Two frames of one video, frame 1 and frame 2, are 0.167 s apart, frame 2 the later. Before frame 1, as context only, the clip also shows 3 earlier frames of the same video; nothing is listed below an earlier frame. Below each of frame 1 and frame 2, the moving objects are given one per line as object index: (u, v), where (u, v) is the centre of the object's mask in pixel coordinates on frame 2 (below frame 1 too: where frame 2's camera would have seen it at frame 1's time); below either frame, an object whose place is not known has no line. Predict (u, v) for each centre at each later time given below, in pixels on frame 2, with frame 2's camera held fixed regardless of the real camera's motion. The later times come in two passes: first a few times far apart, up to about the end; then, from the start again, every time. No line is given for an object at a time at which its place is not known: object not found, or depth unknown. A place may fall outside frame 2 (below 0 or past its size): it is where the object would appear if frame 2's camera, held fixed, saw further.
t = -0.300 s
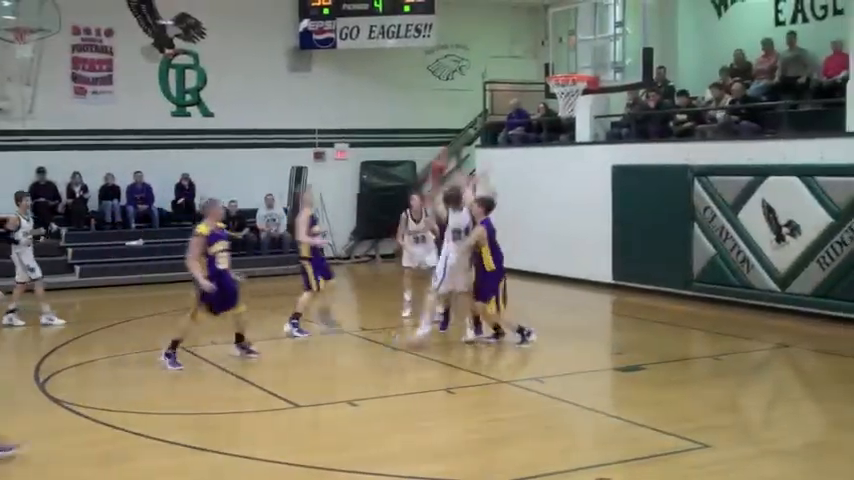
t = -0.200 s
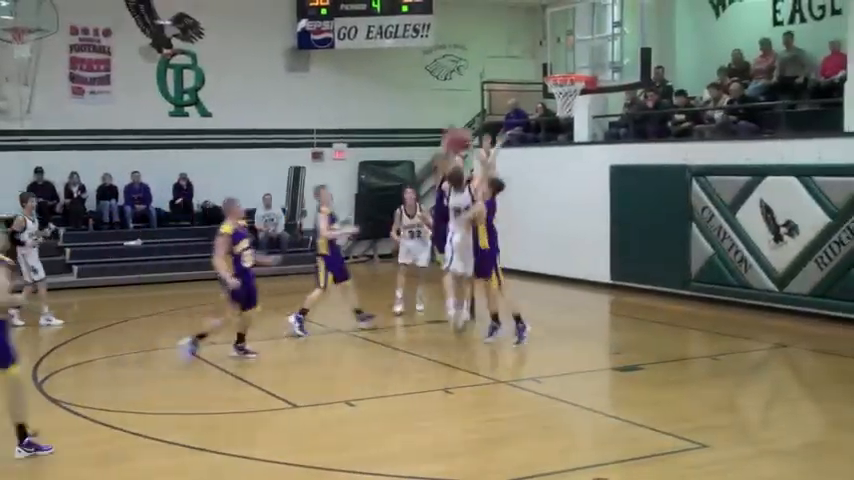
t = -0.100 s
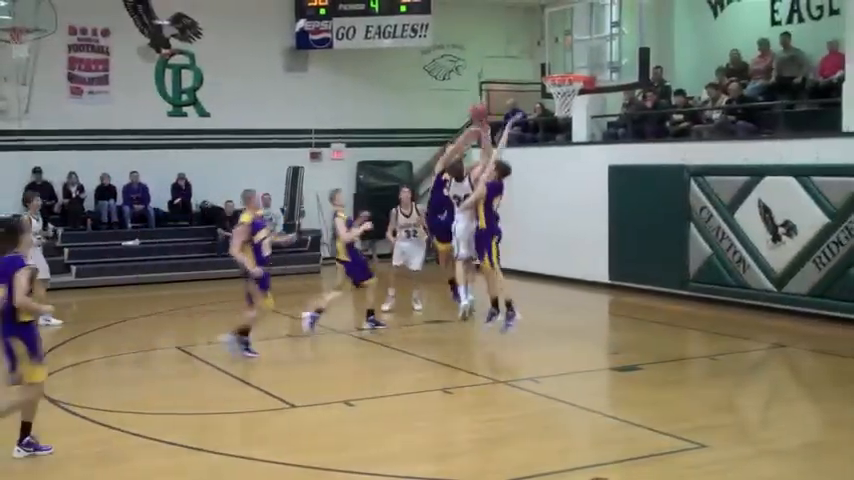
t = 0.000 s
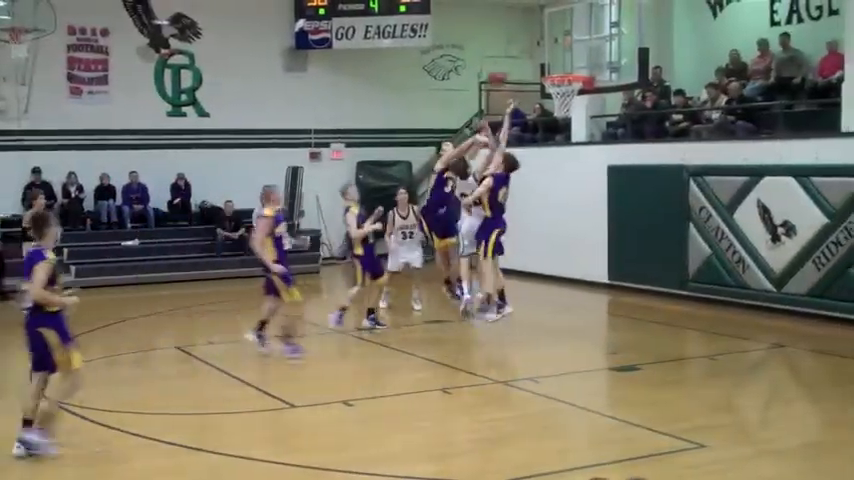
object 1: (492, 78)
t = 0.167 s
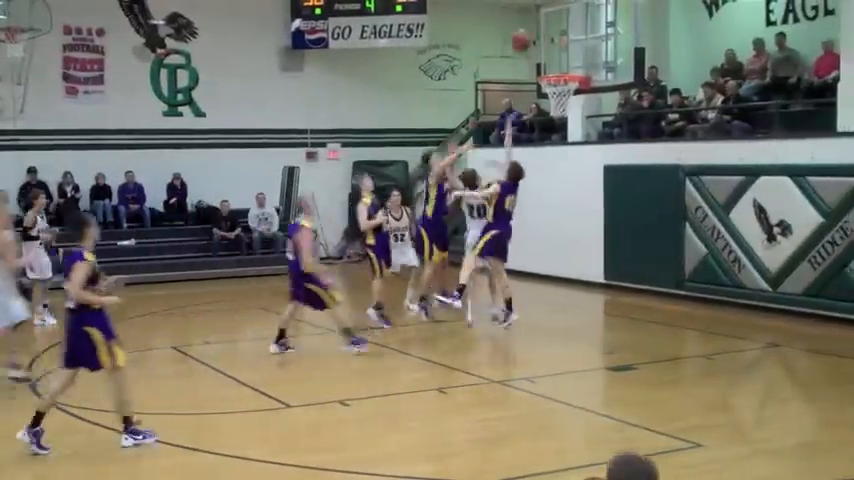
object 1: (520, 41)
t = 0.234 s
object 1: (532, 34)
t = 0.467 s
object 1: (571, 38)
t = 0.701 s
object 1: (555, 69)
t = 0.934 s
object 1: (565, 117)
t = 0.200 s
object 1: (527, 37)
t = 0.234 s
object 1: (532, 34)
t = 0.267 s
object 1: (537, 32)
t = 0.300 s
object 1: (543, 31)
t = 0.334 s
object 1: (548, 30)
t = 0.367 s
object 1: (554, 31)
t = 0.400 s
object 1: (560, 32)
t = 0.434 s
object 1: (565, 35)
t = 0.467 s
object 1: (571, 38)
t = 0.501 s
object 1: (577, 42)
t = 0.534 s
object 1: (576, 45)
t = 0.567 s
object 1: (569, 48)
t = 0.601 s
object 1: (567, 53)
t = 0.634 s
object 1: (563, 59)
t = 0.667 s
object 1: (557, 65)
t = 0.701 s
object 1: (555, 69)
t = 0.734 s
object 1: (550, 80)
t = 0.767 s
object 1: (553, 86)
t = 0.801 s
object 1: (553, 88)
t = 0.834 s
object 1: (556, 81)
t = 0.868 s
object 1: (567, 103)
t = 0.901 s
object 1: (564, 113)
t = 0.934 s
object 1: (565, 117)
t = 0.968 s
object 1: (566, 123)
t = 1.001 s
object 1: (568, 130)
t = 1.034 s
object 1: (570, 140)
